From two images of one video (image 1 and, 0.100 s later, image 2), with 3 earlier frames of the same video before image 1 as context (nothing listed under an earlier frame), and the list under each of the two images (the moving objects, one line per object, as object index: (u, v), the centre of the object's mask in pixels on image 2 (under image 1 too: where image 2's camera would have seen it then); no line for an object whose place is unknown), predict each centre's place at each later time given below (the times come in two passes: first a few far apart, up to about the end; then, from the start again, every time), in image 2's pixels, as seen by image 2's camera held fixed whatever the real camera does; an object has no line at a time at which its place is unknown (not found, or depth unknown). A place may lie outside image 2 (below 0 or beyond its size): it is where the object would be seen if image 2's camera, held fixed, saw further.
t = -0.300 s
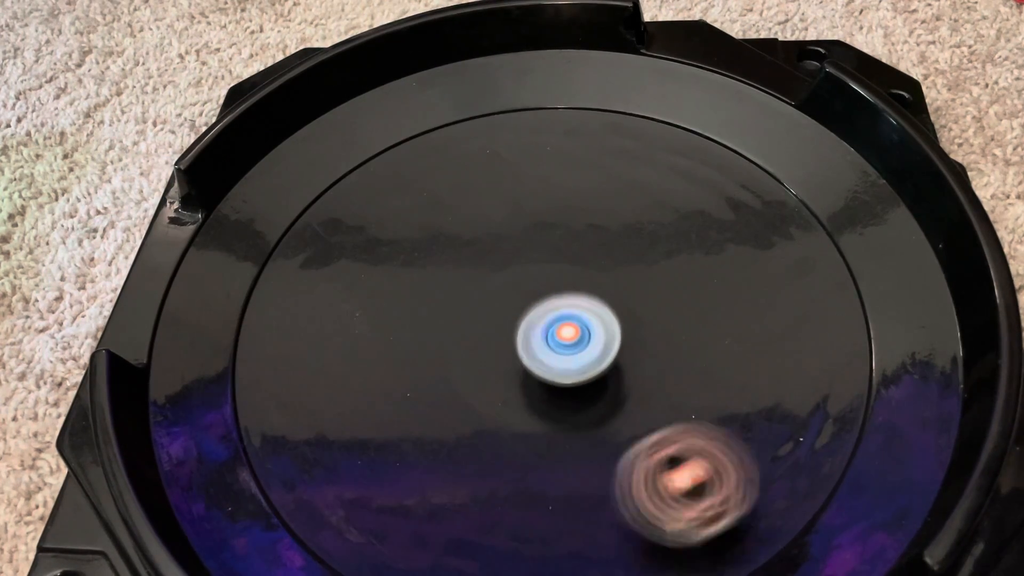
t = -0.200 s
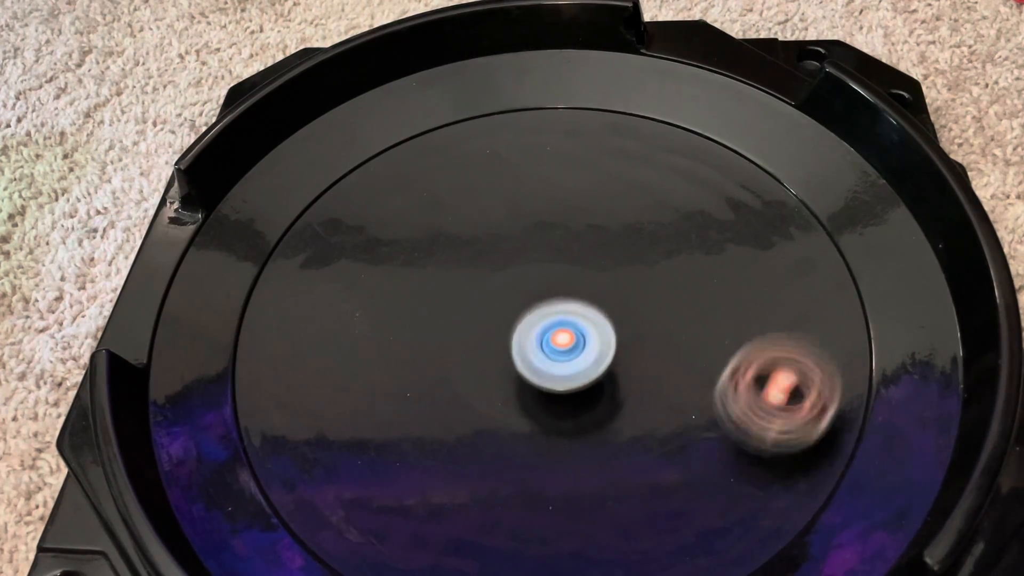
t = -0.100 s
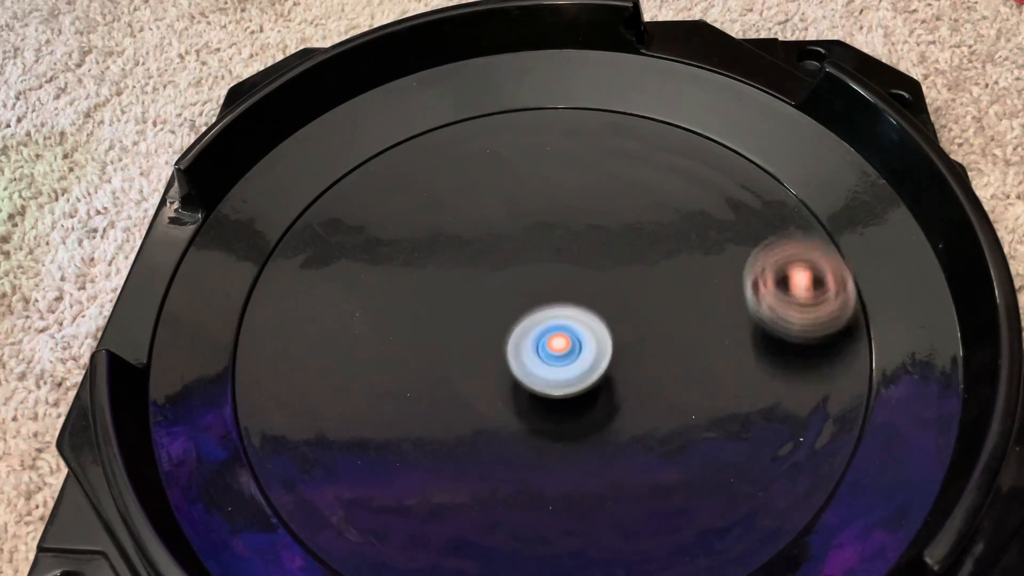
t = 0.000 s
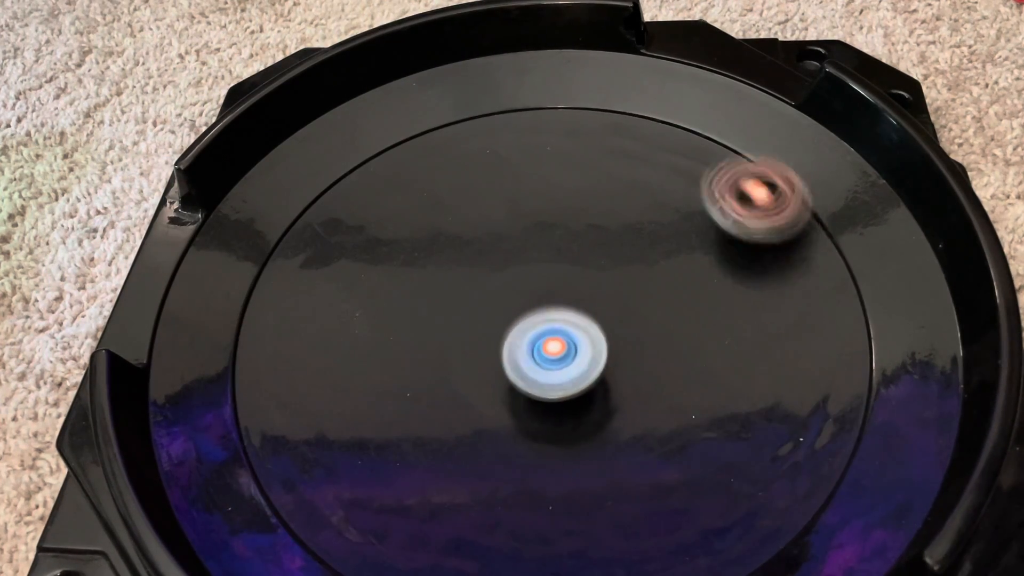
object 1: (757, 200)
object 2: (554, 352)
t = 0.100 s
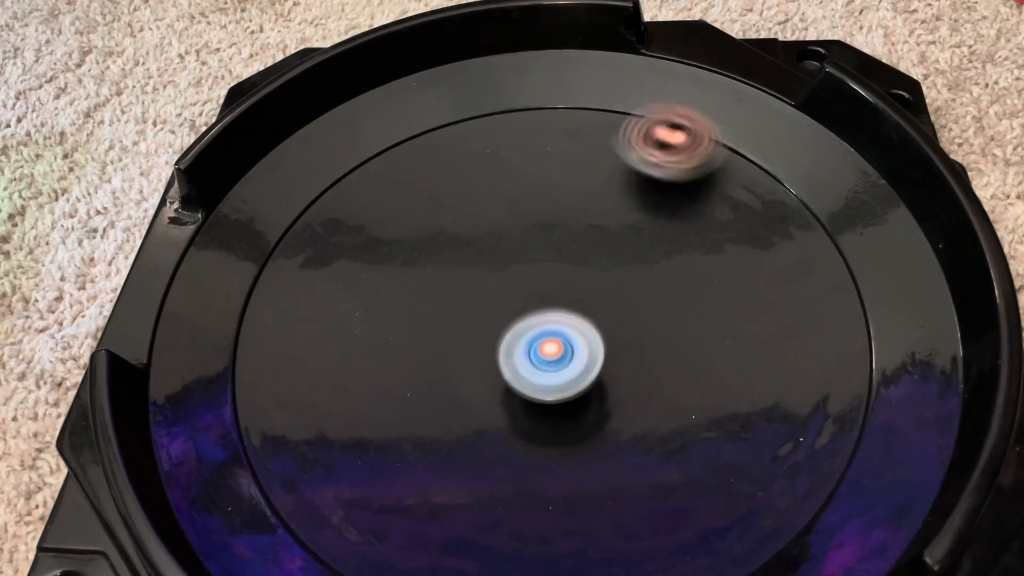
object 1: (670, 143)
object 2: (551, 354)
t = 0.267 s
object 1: (490, 140)
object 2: (545, 356)
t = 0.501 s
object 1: (320, 307)
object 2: (536, 356)
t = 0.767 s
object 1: (487, 529)
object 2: (523, 351)
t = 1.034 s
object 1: (793, 398)
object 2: (515, 338)
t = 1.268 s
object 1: (696, 190)
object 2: (512, 325)
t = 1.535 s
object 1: (418, 184)
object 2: (518, 311)
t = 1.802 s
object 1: (296, 402)
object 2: (530, 300)
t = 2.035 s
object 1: (534, 530)
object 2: (542, 293)
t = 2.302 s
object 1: (759, 332)
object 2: (555, 290)
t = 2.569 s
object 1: (597, 147)
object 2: (568, 291)
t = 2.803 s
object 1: (373, 187)
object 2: (572, 292)
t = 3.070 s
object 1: (337, 421)
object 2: (572, 296)
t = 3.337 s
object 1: (652, 478)
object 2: (568, 304)
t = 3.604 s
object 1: (760, 247)
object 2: (558, 313)
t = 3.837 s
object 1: (572, 141)
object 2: (546, 321)
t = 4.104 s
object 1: (353, 264)
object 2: (530, 330)
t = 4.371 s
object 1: (439, 494)
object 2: (519, 335)
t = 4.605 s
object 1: (721, 465)
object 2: (516, 337)
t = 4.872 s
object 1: (725, 228)
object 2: (514, 335)
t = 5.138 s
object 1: (473, 177)
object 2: (516, 329)
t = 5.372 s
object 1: (316, 320)
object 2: (521, 319)
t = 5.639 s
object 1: (471, 517)
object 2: (529, 310)
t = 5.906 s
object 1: (732, 383)
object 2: (541, 303)
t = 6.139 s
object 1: (665, 194)
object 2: (555, 299)
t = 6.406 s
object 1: (425, 175)
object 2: (565, 300)
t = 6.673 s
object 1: (330, 370)
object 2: (567, 301)
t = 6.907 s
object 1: (541, 489)
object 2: (569, 302)
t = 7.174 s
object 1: (754, 332)
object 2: (566, 303)
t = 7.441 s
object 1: (625, 163)
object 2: (556, 305)
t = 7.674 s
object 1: (417, 208)
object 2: (543, 308)
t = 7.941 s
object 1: (376, 416)
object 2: (533, 314)
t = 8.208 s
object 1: (637, 490)
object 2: (528, 317)
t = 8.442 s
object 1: (748, 314)
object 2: (525, 319)
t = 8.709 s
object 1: (566, 182)
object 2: (522, 319)
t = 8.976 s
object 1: (355, 276)
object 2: (524, 316)
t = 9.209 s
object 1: (393, 455)
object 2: (527, 315)
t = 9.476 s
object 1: (662, 440)
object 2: (532, 313)
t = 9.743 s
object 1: (687, 237)
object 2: (537, 312)
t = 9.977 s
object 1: (507, 170)
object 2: (540, 307)
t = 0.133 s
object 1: (635, 133)
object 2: (550, 355)
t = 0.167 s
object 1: (599, 128)
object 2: (549, 356)
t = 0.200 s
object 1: (563, 128)
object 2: (547, 356)
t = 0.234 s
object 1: (526, 132)
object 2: (546, 356)
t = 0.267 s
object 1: (490, 140)
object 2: (545, 356)
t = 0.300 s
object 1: (456, 153)
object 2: (543, 357)
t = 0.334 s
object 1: (424, 170)
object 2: (542, 357)
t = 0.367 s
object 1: (394, 191)
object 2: (540, 357)
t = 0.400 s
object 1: (368, 214)
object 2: (539, 356)
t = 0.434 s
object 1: (347, 243)
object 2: (538, 356)
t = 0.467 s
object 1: (330, 274)
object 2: (537, 356)
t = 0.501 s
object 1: (320, 307)
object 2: (536, 356)
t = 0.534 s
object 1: (317, 340)
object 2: (534, 356)
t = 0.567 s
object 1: (319, 374)
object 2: (532, 356)
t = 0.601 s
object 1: (329, 409)
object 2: (530, 355)
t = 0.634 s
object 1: (348, 442)
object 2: (528, 355)
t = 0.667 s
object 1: (373, 473)
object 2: (527, 354)
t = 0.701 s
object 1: (403, 499)
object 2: (526, 352)
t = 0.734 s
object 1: (442, 519)
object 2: (525, 351)
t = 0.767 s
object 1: (487, 529)
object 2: (523, 351)
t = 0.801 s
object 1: (536, 533)
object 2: (522, 350)
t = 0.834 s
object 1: (585, 534)
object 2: (521, 349)
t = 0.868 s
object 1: (635, 529)
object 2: (520, 347)
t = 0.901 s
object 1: (680, 518)
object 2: (518, 345)
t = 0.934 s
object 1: (719, 496)
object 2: (517, 343)
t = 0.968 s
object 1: (752, 468)
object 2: (516, 341)
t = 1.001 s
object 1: (778, 434)
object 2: (515, 340)
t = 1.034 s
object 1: (793, 398)
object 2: (515, 338)
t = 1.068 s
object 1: (799, 362)
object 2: (514, 336)
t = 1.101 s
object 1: (798, 326)
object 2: (513, 334)
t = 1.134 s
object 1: (790, 292)
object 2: (512, 333)
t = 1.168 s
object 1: (774, 261)
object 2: (512, 331)
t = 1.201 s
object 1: (752, 234)
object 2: (511, 329)
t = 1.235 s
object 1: (726, 210)
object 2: (512, 327)
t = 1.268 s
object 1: (696, 190)
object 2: (512, 325)
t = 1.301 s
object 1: (665, 175)
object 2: (513, 322)
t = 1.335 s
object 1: (631, 164)
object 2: (513, 321)
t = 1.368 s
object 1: (594, 157)
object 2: (514, 319)
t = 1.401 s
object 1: (557, 155)
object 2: (515, 318)
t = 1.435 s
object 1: (520, 156)
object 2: (516, 317)
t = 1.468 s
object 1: (485, 161)
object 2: (516, 315)
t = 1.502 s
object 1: (450, 170)
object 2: (517, 313)
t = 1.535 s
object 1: (418, 184)
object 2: (518, 311)
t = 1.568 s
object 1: (388, 201)
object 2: (519, 309)
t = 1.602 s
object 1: (358, 221)
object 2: (522, 308)
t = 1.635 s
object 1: (333, 246)
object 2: (523, 306)
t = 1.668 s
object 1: (314, 273)
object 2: (524, 305)
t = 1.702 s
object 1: (300, 303)
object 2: (525, 304)
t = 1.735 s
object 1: (292, 335)
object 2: (527, 303)
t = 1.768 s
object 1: (290, 368)
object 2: (528, 301)
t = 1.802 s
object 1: (296, 402)
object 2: (530, 300)
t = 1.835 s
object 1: (309, 434)
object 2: (532, 298)
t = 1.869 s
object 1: (331, 465)
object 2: (533, 297)
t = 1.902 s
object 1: (361, 492)
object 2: (535, 296)
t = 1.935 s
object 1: (397, 513)
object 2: (536, 296)
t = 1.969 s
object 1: (439, 526)
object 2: (538, 294)
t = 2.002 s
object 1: (485, 530)
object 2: (540, 293)
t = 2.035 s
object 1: (534, 530)
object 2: (542, 293)
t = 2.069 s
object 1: (581, 527)
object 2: (543, 293)
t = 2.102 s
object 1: (627, 516)
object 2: (545, 292)
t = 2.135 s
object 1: (667, 494)
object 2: (547, 292)
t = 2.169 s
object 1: (701, 468)
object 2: (549, 291)
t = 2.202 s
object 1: (728, 435)
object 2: (550, 290)
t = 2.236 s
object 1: (745, 401)
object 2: (552, 290)
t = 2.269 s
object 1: (755, 367)
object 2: (553, 290)
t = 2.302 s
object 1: (759, 332)
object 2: (555, 290)
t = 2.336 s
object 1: (755, 299)
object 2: (557, 289)
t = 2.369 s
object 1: (746, 269)
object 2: (559, 289)
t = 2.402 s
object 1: (731, 239)
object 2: (561, 289)
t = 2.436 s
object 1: (710, 213)
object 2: (562, 289)
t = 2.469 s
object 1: (687, 192)
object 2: (564, 289)
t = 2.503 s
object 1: (660, 173)
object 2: (565, 290)
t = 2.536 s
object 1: (629, 157)
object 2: (567, 290)
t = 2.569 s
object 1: (597, 147)
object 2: (568, 291)
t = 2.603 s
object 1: (565, 141)
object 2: (569, 291)
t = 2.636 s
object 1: (531, 139)
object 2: (570, 291)
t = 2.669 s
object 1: (497, 140)
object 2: (570, 291)
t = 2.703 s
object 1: (464, 145)
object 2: (571, 291)
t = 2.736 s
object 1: (431, 155)
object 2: (572, 291)
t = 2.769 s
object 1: (401, 169)
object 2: (572, 291)
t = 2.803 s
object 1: (373, 187)
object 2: (572, 292)
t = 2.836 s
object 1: (347, 209)
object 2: (573, 292)
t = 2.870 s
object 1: (327, 234)
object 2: (573, 292)
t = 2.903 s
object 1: (312, 263)
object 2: (573, 292)
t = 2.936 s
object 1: (302, 294)
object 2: (573, 293)
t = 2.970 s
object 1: (300, 326)
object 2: (573, 294)
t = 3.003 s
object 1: (306, 358)
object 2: (572, 294)
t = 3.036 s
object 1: (317, 390)
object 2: (572, 295)
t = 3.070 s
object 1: (337, 421)
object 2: (572, 296)
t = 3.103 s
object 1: (364, 447)
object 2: (572, 297)
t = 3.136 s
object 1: (396, 470)
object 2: (571, 298)
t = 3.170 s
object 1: (435, 488)
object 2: (571, 299)
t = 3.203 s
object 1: (477, 499)
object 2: (570, 300)
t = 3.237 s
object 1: (521, 504)
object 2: (569, 301)
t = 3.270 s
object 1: (567, 501)
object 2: (569, 302)
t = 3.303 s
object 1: (610, 492)
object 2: (569, 303)
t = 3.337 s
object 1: (652, 478)
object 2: (568, 304)
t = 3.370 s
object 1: (689, 457)
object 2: (567, 306)
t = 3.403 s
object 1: (720, 431)
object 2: (565, 307)
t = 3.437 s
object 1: (745, 402)
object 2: (564, 308)
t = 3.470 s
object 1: (761, 370)
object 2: (563, 309)
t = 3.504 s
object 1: (771, 339)
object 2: (562, 310)
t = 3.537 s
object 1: (773, 307)
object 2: (561, 311)
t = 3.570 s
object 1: (770, 276)
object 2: (560, 312)
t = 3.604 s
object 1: (760, 247)
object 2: (558, 313)
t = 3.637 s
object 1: (745, 220)
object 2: (557, 314)
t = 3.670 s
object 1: (724, 198)
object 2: (555, 316)
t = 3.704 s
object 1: (700, 178)
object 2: (554, 316)
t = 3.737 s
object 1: (670, 162)
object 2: (552, 318)
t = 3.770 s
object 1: (639, 151)
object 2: (550, 319)
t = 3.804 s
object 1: (605, 144)
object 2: (548, 319)
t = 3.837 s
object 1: (572, 141)
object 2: (546, 321)
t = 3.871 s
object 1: (539, 143)
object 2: (545, 322)
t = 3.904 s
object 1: (506, 149)
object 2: (543, 323)
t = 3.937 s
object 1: (474, 159)
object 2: (542, 324)
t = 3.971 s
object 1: (444, 173)
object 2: (540, 325)
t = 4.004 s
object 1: (416, 191)
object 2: (537, 326)
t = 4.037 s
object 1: (390, 212)
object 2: (535, 328)
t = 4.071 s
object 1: (369, 236)
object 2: (532, 329)
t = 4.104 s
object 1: (353, 264)
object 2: (530, 330)
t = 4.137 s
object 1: (342, 293)
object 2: (529, 330)
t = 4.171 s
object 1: (336, 323)
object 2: (527, 331)
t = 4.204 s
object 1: (338, 356)
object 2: (525, 332)
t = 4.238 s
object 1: (345, 388)
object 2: (524, 333)
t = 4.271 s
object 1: (359, 419)
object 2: (523, 334)
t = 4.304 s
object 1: (380, 448)
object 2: (521, 334)
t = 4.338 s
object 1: (406, 472)
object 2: (520, 335)
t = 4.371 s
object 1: (439, 494)
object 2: (519, 335)
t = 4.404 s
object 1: (477, 509)
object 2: (518, 336)
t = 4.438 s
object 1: (519, 518)
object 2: (518, 337)
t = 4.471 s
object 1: (563, 521)
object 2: (518, 337)
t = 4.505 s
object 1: (606, 518)
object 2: (518, 337)
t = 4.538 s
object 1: (649, 507)
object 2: (518, 337)
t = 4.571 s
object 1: (688, 489)
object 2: (517, 337)
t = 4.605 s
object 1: (721, 465)
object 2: (516, 337)
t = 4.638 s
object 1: (747, 437)
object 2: (515, 337)
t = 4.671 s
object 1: (765, 405)
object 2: (515, 337)
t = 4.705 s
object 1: (776, 372)
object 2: (515, 337)
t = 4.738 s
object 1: (778, 338)
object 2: (515, 336)
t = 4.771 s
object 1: (773, 308)
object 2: (515, 336)
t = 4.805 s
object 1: (763, 277)
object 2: (514, 335)
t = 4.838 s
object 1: (746, 251)
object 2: (514, 335)
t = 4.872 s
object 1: (725, 228)
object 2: (514, 335)
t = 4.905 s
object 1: (698, 207)
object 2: (515, 335)
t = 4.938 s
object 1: (670, 192)
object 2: (515, 334)
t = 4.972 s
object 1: (639, 179)
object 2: (516, 333)
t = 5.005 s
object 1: (606, 171)
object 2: (516, 333)
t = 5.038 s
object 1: (572, 166)
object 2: (516, 332)
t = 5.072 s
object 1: (538, 166)
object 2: (515, 331)
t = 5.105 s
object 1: (506, 170)
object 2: (516, 330)
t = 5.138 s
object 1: (473, 177)
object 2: (516, 329)
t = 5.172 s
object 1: (441, 188)
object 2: (517, 328)
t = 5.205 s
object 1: (411, 203)
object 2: (518, 326)
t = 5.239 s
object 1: (384, 221)
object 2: (519, 325)
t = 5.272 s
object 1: (360, 241)
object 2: (519, 324)
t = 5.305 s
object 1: (340, 266)
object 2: (520, 322)
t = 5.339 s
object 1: (325, 292)
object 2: (521, 321)
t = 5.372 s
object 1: (316, 320)
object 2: (521, 319)
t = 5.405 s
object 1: (312, 351)
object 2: (522, 318)
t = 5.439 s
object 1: (314, 381)
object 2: (522, 317)
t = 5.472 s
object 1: (323, 412)
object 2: (523, 315)
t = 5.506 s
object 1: (341, 441)
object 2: (524, 314)
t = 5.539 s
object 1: (364, 467)
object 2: (526, 313)
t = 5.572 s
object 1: (394, 489)
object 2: (527, 312)
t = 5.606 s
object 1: (430, 506)
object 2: (528, 311)
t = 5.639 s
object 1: (471, 517)
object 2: (529, 310)
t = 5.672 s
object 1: (513, 520)
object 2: (530, 309)
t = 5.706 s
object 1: (557, 518)
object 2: (532, 308)
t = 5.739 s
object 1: (598, 508)
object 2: (533, 308)
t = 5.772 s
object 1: (636, 492)
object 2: (535, 307)
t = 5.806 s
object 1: (671, 470)
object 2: (537, 306)
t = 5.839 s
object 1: (698, 444)
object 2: (538, 305)
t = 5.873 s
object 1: (719, 414)
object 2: (540, 304)
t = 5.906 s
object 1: (732, 383)
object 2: (541, 303)
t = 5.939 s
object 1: (740, 352)
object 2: (542, 302)
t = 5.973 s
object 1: (740, 320)
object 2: (544, 302)
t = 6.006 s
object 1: (735, 291)
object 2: (546, 302)
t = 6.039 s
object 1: (724, 262)
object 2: (549, 301)
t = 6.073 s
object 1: (709, 236)
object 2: (551, 300)
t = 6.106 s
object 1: (688, 214)
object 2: (553, 299)
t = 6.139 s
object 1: (665, 194)
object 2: (555, 299)
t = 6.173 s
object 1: (638, 178)
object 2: (556, 299)
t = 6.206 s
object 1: (610, 166)
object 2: (557, 299)
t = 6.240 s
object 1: (579, 158)
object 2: (558, 299)
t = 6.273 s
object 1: (548, 153)
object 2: (560, 299)
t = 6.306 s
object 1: (516, 153)
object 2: (561, 300)
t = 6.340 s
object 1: (485, 157)
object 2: (563, 299)
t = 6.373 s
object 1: (455, 163)
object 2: (564, 299)
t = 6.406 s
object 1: (425, 175)
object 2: (565, 300)
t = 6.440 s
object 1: (399, 190)
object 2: (565, 300)
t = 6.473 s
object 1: (373, 208)
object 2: (566, 300)
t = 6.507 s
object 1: (353, 230)
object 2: (567, 301)
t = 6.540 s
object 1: (337, 255)
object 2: (567, 301)
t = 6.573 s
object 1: (326, 283)
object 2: (567, 301)
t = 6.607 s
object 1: (321, 311)
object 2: (567, 301)
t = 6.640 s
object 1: (323, 341)
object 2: (567, 301)
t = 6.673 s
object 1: (330, 370)
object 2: (567, 301)
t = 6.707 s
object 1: (346, 399)
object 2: (568, 301)
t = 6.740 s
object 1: (366, 424)
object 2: (568, 301)
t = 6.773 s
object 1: (394, 448)
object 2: (569, 301)
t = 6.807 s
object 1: (425, 466)
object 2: (569, 301)
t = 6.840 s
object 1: (462, 480)
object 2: (569, 301)
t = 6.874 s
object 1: (501, 488)
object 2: (569, 301)
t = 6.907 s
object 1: (541, 489)
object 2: (569, 302)
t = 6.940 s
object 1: (582, 484)
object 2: (569, 302)
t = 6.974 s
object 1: (620, 475)
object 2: (569, 301)
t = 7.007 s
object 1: (657, 459)
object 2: (569, 301)
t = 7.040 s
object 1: (687, 440)
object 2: (568, 301)
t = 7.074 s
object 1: (713, 415)
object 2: (567, 301)
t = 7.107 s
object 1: (733, 389)
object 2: (567, 302)
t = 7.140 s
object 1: (747, 359)
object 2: (566, 303)
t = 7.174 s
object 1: (754, 332)
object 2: (566, 303)
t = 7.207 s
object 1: (756, 301)
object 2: (566, 303)
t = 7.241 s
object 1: (751, 275)
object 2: (565, 303)
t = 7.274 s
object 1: (741, 248)
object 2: (564, 302)
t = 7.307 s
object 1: (725, 225)
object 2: (563, 302)
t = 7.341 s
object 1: (704, 203)
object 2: (561, 303)
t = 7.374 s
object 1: (681, 186)
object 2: (559, 304)
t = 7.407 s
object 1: (653, 172)
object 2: (558, 304)
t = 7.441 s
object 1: (625, 163)
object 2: (556, 305)
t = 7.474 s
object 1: (594, 157)
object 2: (555, 306)
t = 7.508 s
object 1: (563, 156)
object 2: (553, 306)
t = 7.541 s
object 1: (530, 159)
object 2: (551, 306)
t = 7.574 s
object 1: (500, 166)
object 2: (549, 306)
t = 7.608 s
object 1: (470, 177)
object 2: (547, 307)
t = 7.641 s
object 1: (443, 191)
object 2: (545, 307)
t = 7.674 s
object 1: (417, 208)
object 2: (543, 308)
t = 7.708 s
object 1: (396, 229)
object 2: (542, 308)
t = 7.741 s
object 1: (378, 251)
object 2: (541, 309)
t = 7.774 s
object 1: (365, 277)
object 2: (539, 309)
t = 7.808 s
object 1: (356, 303)
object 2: (537, 310)
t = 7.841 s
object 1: (354, 332)
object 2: (535, 311)
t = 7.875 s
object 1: (355, 360)
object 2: (534, 313)
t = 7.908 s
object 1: (363, 389)
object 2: (533, 313)
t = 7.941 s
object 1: (376, 416)
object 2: (533, 314)
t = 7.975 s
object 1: (397, 442)
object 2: (532, 314)
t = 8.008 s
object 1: (421, 464)
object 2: (531, 315)
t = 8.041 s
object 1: (452, 483)
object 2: (529, 316)
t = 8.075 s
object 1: (486, 496)
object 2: (528, 316)
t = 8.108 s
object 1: (523, 503)
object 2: (528, 317)
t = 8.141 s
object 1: (561, 505)
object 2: (528, 317)
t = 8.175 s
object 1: (601, 501)
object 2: (528, 317)
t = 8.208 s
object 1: (637, 490)
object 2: (528, 317)
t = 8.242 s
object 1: (672, 474)
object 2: (527, 316)
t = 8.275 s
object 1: (700, 454)
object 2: (526, 316)
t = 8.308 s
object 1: (723, 428)
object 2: (525, 317)
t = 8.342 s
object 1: (739, 401)
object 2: (524, 318)
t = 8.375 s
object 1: (749, 371)
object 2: (524, 319)
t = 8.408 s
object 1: (752, 343)
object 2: (524, 319)
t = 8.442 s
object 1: (748, 314)
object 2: (525, 319)
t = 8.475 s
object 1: (739, 287)
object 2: (525, 319)
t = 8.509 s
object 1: (724, 262)
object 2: (525, 318)
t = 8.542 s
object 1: (705, 240)
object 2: (524, 317)
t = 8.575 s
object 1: (681, 221)
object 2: (523, 317)
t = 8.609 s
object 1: (656, 206)
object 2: (522, 318)
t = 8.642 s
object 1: (627, 194)
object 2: (521, 318)
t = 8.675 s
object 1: (597, 186)
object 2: (522, 319)
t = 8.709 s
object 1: (566, 182)
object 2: (522, 319)
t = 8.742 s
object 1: (534, 182)
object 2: (523, 318)
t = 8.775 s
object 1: (504, 185)
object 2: (524, 318)
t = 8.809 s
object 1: (473, 192)
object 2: (523, 317)
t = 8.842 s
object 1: (444, 202)
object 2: (523, 316)
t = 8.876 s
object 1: (417, 217)
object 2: (522, 316)
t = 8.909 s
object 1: (393, 233)
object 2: (522, 317)
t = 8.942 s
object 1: (372, 254)
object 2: (523, 317)
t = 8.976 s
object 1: (355, 276)
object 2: (524, 316)
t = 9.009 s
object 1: (343, 301)
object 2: (524, 316)
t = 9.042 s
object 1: (337, 326)
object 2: (524, 315)
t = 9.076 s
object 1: (336, 355)
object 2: (524, 315)
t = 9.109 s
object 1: (340, 381)
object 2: (524, 315)
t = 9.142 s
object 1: (352, 409)
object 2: (525, 315)
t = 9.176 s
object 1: (369, 433)
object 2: (526, 315)
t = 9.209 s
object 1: (393, 455)
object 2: (527, 315)
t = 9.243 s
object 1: (421, 472)
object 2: (527, 314)
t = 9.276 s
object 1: (455, 485)
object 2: (527, 313)
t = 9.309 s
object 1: (491, 492)
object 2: (528, 313)
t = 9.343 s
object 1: (529, 492)
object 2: (528, 313)
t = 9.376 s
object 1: (566, 488)
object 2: (529, 313)
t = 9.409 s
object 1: (602, 476)
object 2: (530, 314)
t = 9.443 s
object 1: (634, 461)
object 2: (531, 314)
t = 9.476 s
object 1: (662, 440)
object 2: (532, 313)
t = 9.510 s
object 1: (685, 418)
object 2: (532, 312)
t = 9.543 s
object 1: (701, 392)
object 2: (532, 311)
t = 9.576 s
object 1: (712, 364)
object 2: (532, 311)
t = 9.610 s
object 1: (717, 337)
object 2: (532, 311)
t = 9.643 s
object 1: (716, 310)
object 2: (533, 311)
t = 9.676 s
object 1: (711, 284)
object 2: (533, 312)
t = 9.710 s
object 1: (700, 260)
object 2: (535, 312)
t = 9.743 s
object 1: (687, 237)
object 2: (537, 312)
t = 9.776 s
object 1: (668, 218)
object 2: (539, 312)
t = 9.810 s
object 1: (645, 201)
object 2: (541, 311)
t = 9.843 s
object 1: (621, 187)
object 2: (542, 309)
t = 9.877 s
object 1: (594, 177)
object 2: (541, 308)
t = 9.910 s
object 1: (565, 171)
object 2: (541, 307)
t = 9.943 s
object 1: (535, 168)
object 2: (540, 307)
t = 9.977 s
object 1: (507, 170)
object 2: (540, 307)
